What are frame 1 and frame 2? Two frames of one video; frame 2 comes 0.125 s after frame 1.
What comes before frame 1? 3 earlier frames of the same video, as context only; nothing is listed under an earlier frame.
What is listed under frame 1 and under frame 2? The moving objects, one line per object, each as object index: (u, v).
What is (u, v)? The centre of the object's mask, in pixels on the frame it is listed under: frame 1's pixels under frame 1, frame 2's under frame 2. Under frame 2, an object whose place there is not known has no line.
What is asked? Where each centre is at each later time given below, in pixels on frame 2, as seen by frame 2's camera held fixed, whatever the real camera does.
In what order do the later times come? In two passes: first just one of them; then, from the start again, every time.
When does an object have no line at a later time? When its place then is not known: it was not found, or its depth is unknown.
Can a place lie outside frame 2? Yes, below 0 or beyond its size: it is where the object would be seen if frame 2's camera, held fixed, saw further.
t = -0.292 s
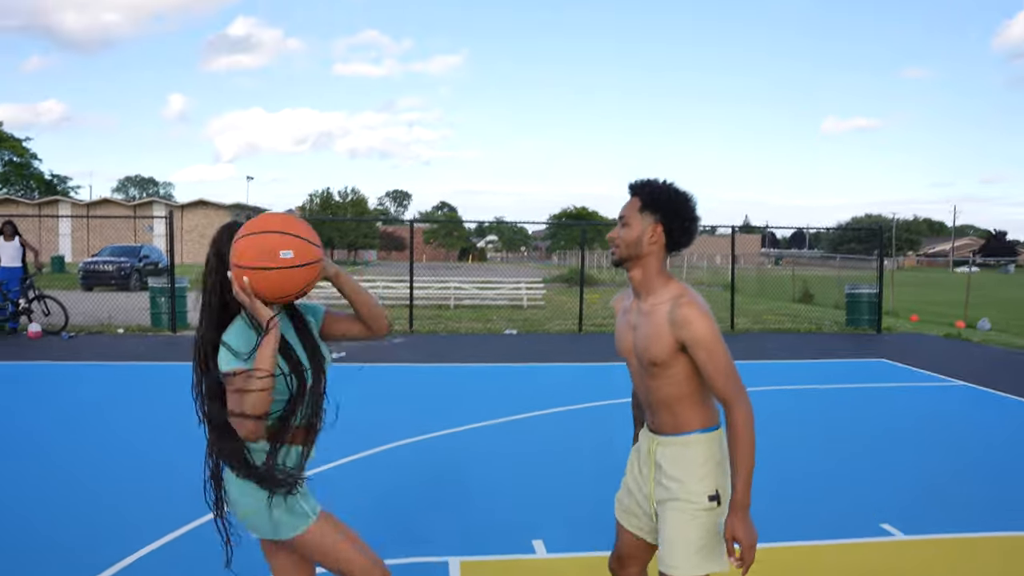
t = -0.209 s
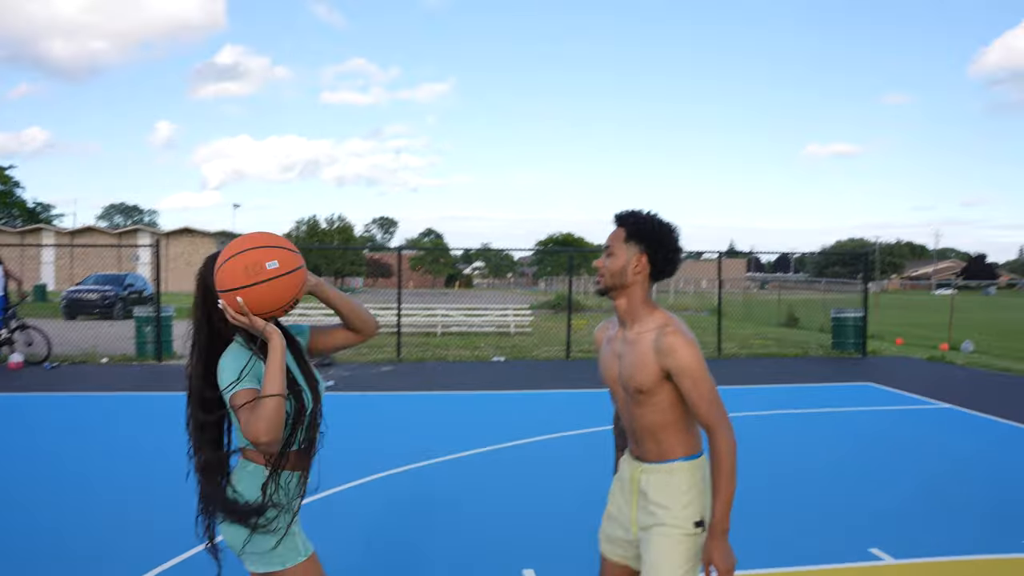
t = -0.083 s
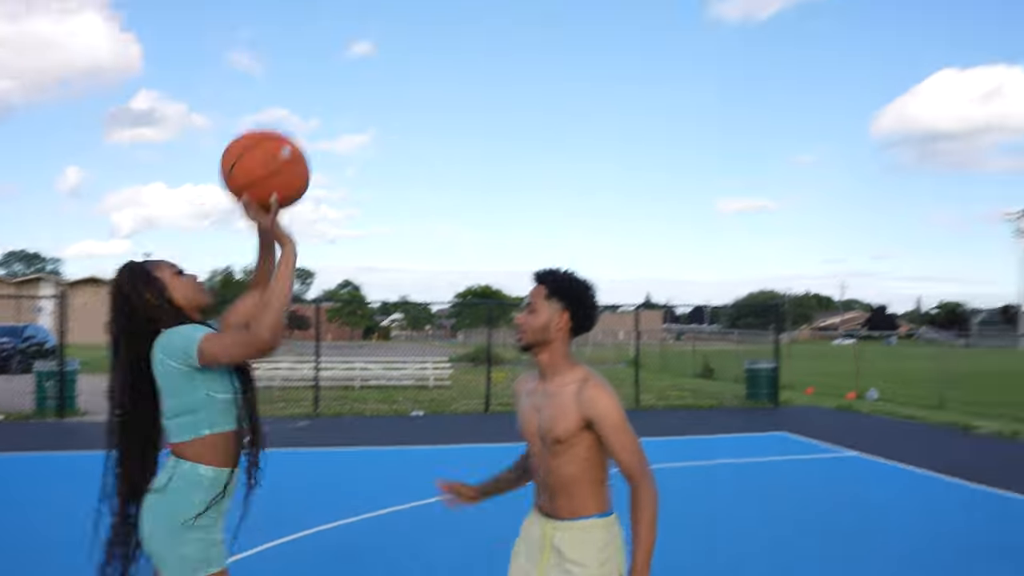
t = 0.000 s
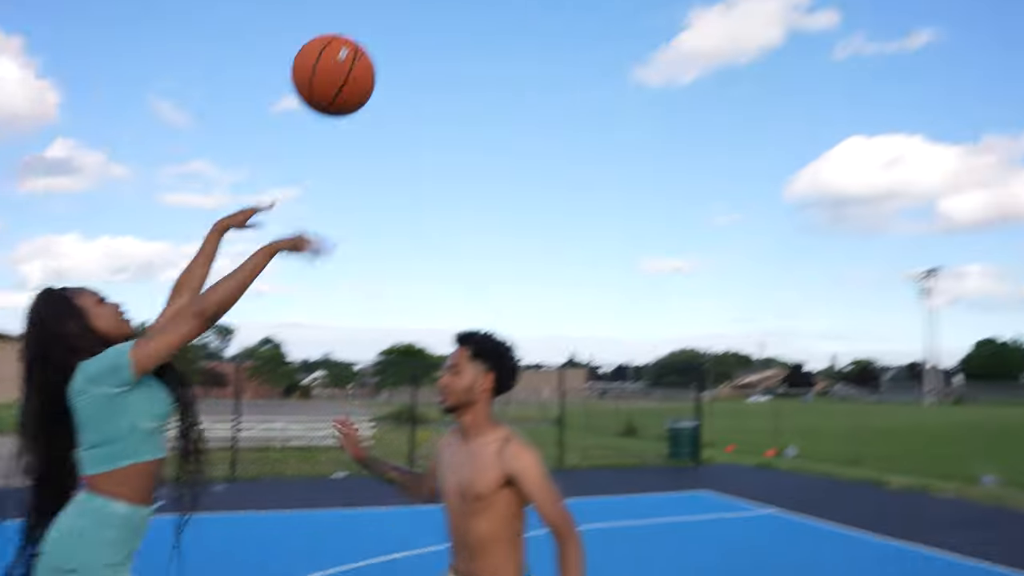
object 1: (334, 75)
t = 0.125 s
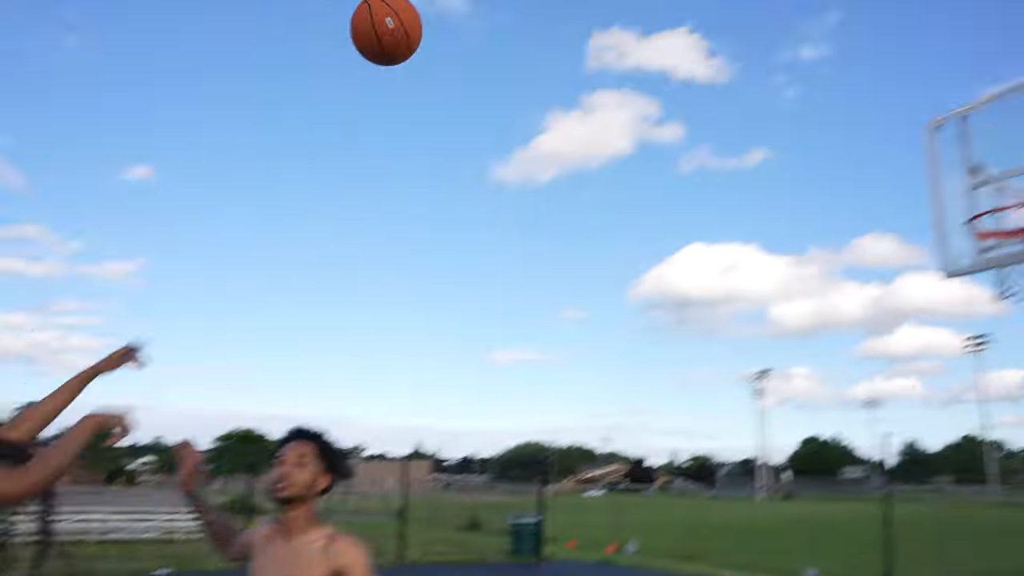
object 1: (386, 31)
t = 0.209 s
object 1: (483, 0)
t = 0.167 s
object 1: (437, 12)
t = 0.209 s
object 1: (483, 0)
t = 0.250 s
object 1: (525, -15)
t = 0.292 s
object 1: (563, -29)
